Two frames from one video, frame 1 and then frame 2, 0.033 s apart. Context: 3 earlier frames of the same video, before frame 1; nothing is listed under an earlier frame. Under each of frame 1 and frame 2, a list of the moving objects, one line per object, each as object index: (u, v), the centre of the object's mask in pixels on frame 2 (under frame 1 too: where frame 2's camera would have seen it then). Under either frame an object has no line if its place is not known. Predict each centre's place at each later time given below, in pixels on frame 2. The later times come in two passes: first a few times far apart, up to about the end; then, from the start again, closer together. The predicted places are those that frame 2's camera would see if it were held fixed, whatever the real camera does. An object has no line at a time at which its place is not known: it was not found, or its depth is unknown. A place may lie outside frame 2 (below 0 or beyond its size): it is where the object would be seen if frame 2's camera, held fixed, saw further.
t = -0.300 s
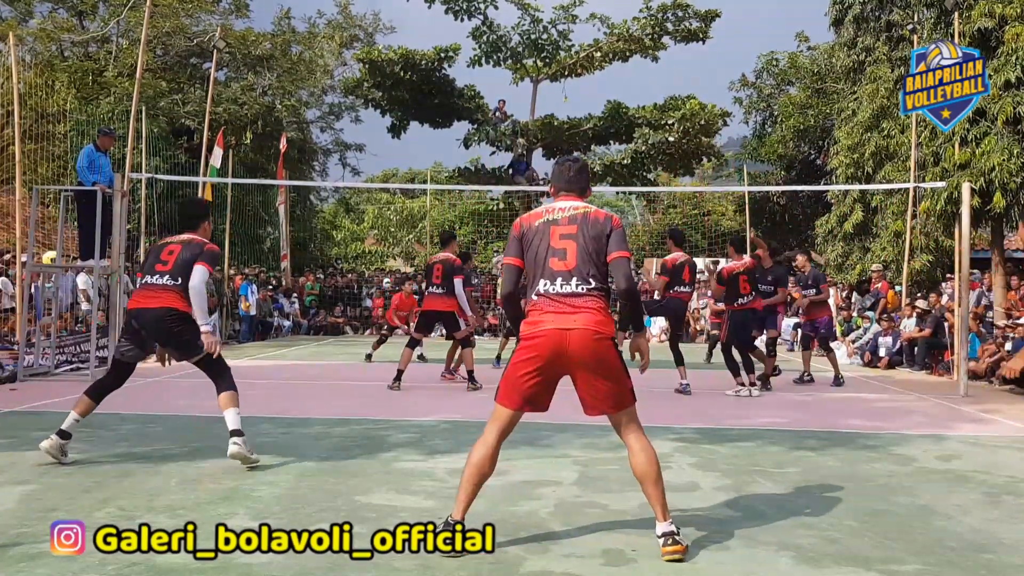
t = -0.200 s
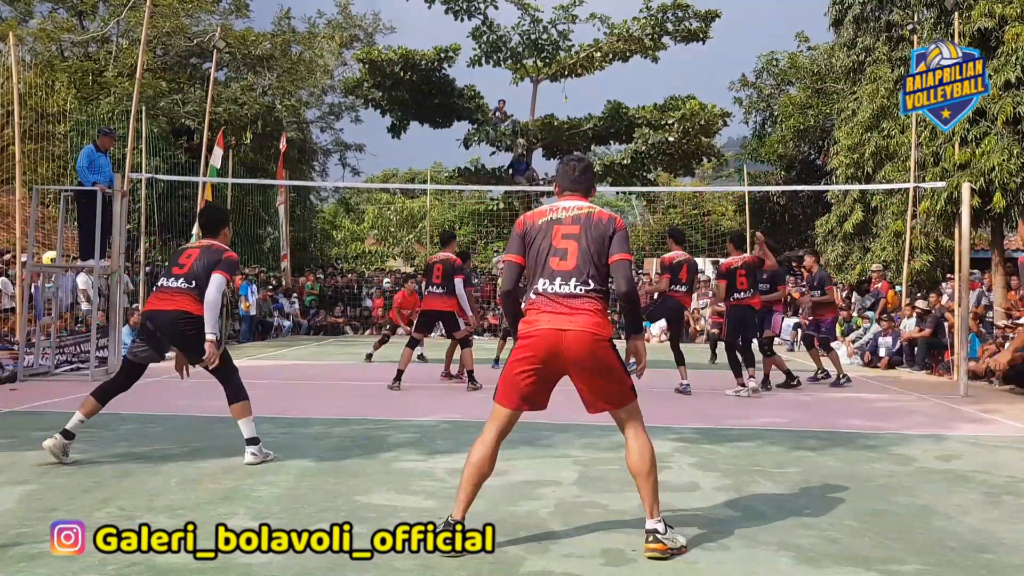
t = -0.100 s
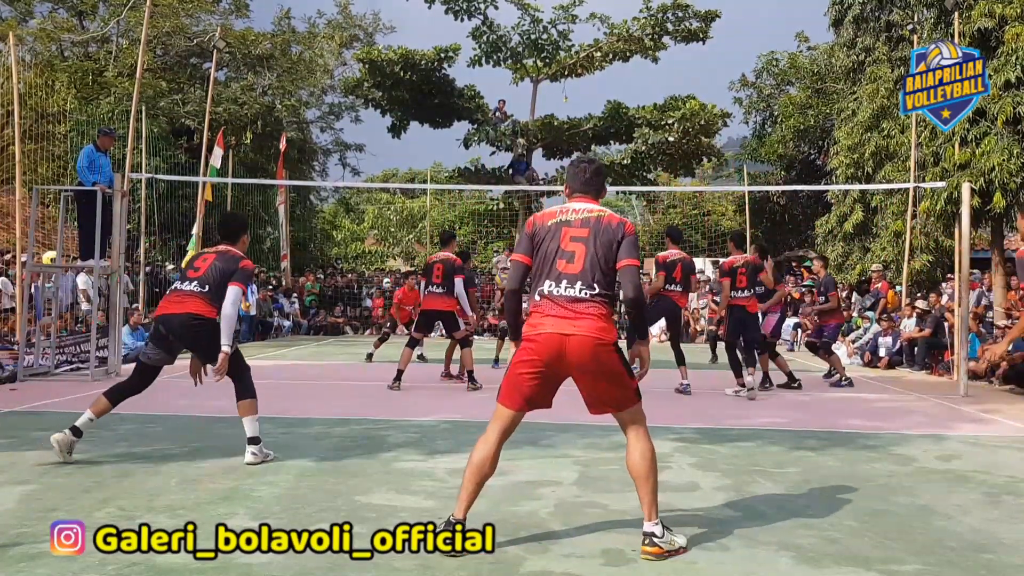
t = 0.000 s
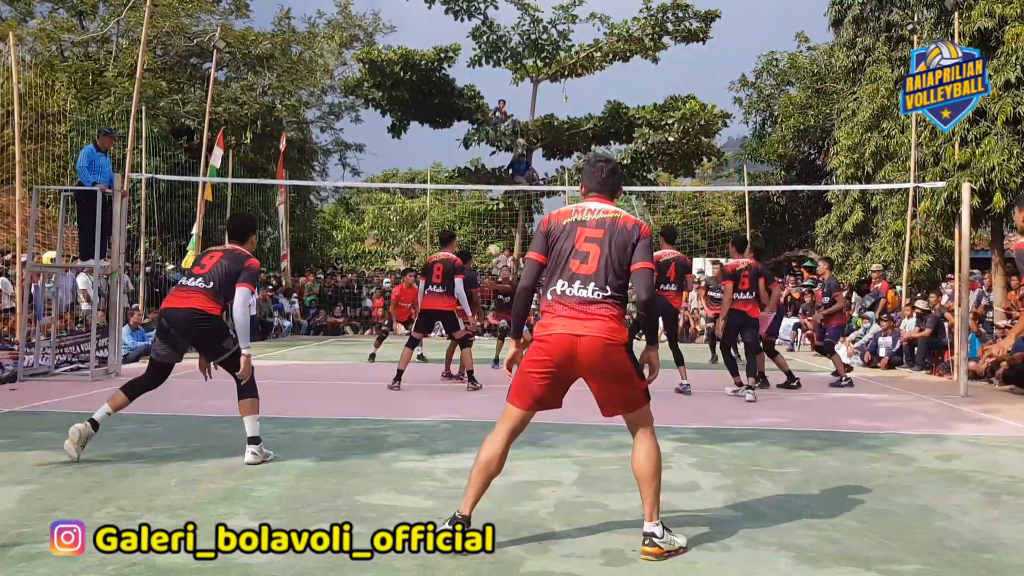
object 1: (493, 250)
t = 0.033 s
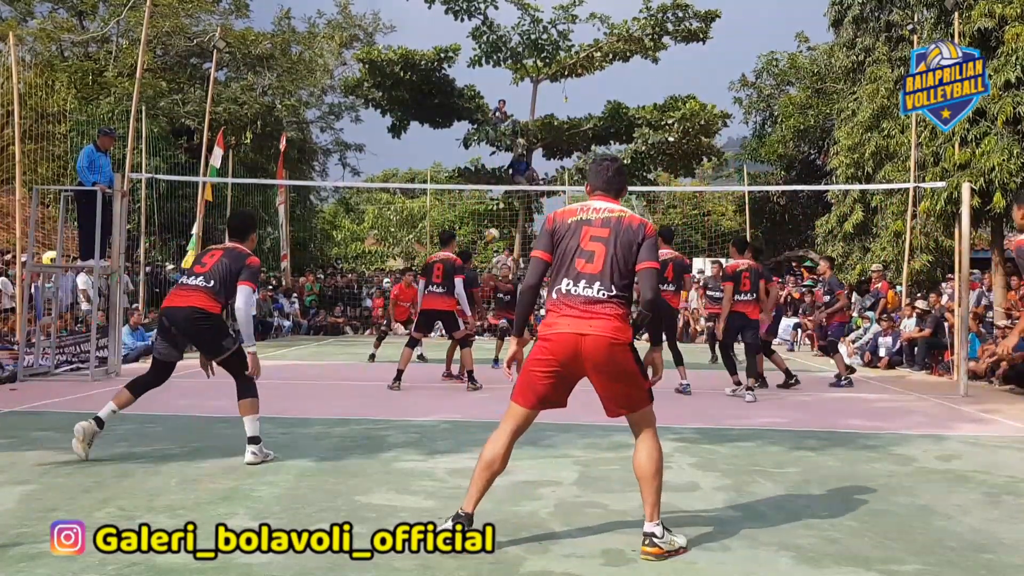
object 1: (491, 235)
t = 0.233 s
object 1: (485, 152)
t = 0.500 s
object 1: (476, 83)
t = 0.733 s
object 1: (466, 61)
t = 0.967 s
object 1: (454, 77)
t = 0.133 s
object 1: (489, 191)
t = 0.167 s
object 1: (487, 177)
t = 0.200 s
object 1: (486, 164)
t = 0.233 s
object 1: (485, 152)
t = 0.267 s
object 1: (484, 141)
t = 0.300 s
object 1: (484, 130)
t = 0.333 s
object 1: (482, 119)
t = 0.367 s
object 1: (480, 110)
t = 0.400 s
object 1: (479, 103)
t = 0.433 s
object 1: (478, 96)
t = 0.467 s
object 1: (477, 89)
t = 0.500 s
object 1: (476, 83)
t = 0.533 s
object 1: (473, 77)
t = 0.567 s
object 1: (472, 72)
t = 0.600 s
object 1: (471, 68)
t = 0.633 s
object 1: (470, 65)
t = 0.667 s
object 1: (469, 63)
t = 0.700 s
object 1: (467, 61)
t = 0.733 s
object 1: (466, 61)
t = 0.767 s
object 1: (464, 61)
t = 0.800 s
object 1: (463, 62)
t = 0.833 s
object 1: (461, 63)
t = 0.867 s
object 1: (459, 65)
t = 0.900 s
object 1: (458, 68)
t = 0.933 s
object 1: (456, 73)
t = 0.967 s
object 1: (454, 77)
